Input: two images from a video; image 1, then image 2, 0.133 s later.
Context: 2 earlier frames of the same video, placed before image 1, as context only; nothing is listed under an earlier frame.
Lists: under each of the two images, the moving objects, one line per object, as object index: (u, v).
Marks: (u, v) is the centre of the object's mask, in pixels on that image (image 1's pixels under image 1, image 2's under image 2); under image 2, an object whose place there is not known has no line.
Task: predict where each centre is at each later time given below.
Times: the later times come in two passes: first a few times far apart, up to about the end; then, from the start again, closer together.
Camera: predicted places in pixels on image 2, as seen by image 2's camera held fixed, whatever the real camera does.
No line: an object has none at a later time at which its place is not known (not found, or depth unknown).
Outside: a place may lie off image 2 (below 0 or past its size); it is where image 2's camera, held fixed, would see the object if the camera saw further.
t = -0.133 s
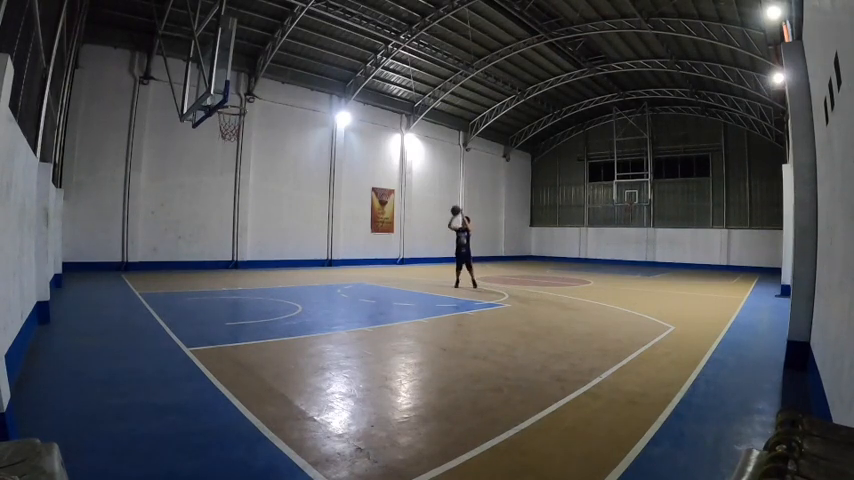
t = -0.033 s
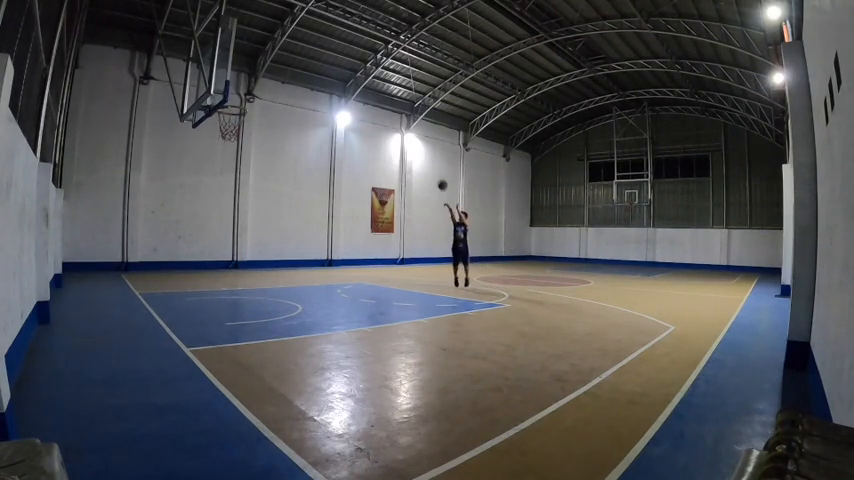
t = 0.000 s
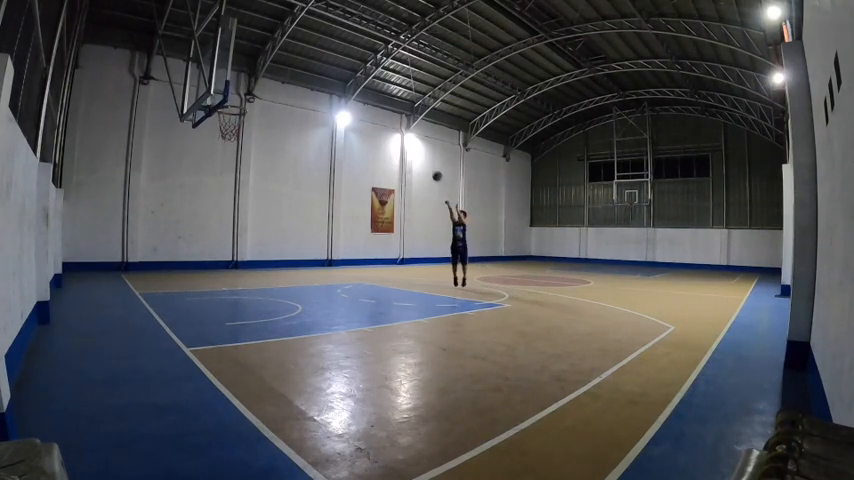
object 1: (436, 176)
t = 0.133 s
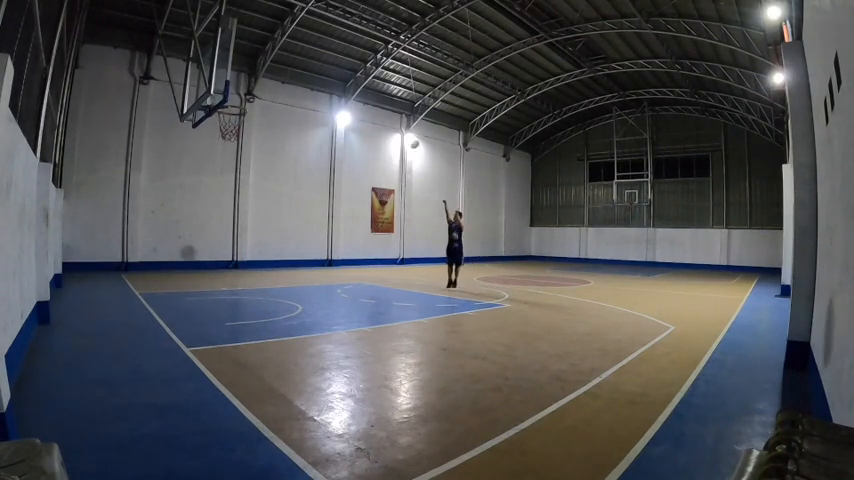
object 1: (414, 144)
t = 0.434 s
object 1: (355, 96)
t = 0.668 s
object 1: (301, 87)
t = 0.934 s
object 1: (226, 113)
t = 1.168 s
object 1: (217, 138)
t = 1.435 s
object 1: (221, 193)
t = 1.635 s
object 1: (226, 260)
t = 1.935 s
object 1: (239, 240)
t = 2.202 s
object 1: (256, 203)
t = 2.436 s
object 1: (269, 206)
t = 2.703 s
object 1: (282, 248)
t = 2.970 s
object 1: (296, 277)
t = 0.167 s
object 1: (408, 136)
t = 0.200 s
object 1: (401, 131)
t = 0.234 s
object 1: (395, 125)
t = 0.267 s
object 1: (389, 119)
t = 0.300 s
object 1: (382, 113)
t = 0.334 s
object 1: (375, 109)
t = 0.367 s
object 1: (369, 105)
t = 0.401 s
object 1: (362, 100)
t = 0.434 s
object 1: (355, 96)
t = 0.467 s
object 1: (347, 92)
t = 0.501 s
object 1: (340, 91)
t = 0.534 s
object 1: (332, 89)
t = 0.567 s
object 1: (324, 87)
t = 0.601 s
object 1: (316, 87)
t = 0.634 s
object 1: (309, 86)
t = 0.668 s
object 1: (301, 87)
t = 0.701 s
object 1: (293, 87)
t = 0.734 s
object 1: (285, 89)
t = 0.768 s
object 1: (275, 91)
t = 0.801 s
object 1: (266, 94)
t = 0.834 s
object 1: (257, 97)
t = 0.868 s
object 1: (248, 101)
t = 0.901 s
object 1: (237, 107)
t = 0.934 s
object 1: (226, 113)
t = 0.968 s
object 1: (218, 119)
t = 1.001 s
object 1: (215, 123)
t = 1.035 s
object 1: (214, 126)
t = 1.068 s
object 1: (215, 128)
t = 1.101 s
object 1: (215, 131)
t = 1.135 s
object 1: (216, 134)
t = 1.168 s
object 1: (217, 138)
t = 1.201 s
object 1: (218, 143)
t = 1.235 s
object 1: (218, 148)
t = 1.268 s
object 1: (219, 154)
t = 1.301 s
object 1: (219, 161)
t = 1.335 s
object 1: (220, 168)
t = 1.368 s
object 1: (220, 176)
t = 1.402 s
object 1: (221, 184)
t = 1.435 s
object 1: (221, 193)
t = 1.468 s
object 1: (222, 203)
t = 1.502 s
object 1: (222, 214)
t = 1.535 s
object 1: (223, 225)
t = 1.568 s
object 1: (224, 236)
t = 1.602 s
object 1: (224, 248)
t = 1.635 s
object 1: (226, 260)
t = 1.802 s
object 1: (231, 275)
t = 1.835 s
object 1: (233, 266)
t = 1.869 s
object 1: (235, 257)
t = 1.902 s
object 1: (237, 248)
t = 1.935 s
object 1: (239, 240)
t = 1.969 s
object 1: (241, 233)
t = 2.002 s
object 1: (244, 227)
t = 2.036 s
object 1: (245, 221)
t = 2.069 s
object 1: (247, 216)
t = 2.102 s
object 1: (250, 212)
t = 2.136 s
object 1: (252, 208)
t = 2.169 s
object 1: (253, 205)
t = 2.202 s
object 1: (256, 203)
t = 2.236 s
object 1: (257, 202)
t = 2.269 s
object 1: (259, 201)
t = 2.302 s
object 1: (261, 200)
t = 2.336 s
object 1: (263, 201)
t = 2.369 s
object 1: (265, 202)
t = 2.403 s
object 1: (267, 203)
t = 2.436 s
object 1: (269, 206)
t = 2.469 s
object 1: (270, 209)
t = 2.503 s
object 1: (272, 213)
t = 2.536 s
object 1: (274, 217)
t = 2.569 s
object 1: (275, 222)
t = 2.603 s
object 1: (277, 228)
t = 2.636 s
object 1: (279, 234)
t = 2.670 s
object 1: (280, 241)
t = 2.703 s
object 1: (282, 248)
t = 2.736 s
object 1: (284, 256)
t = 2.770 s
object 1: (285, 265)
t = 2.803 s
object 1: (287, 275)
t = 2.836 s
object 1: (289, 285)
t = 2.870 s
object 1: (290, 295)
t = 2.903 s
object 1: (292, 293)
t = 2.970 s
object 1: (296, 277)
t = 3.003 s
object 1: (297, 270)
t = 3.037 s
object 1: (299, 264)
